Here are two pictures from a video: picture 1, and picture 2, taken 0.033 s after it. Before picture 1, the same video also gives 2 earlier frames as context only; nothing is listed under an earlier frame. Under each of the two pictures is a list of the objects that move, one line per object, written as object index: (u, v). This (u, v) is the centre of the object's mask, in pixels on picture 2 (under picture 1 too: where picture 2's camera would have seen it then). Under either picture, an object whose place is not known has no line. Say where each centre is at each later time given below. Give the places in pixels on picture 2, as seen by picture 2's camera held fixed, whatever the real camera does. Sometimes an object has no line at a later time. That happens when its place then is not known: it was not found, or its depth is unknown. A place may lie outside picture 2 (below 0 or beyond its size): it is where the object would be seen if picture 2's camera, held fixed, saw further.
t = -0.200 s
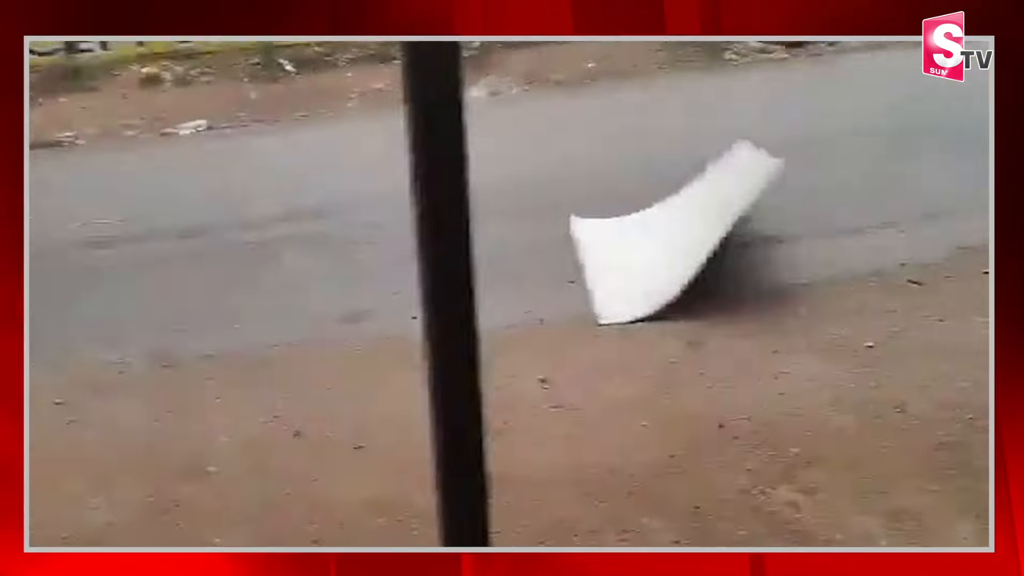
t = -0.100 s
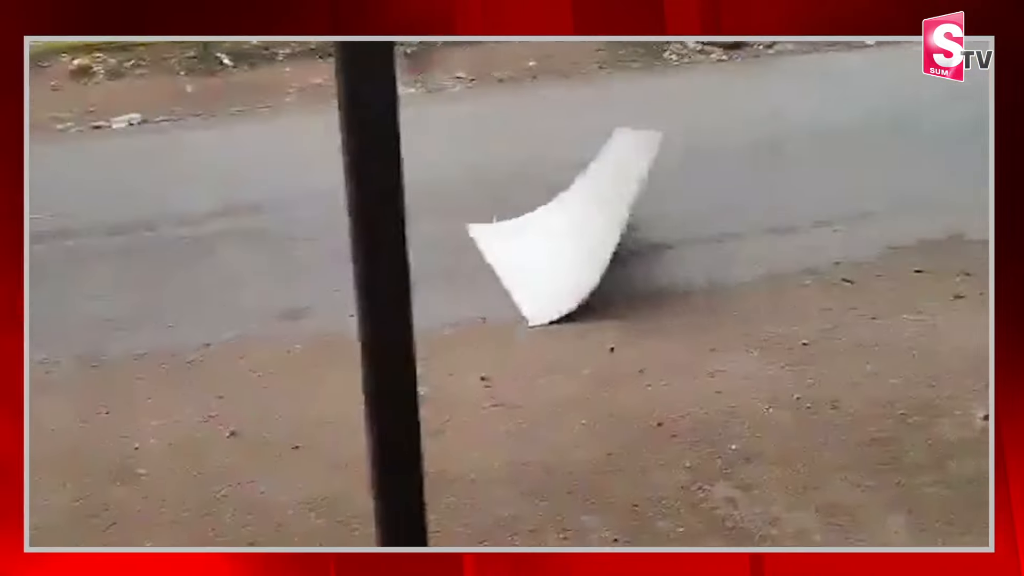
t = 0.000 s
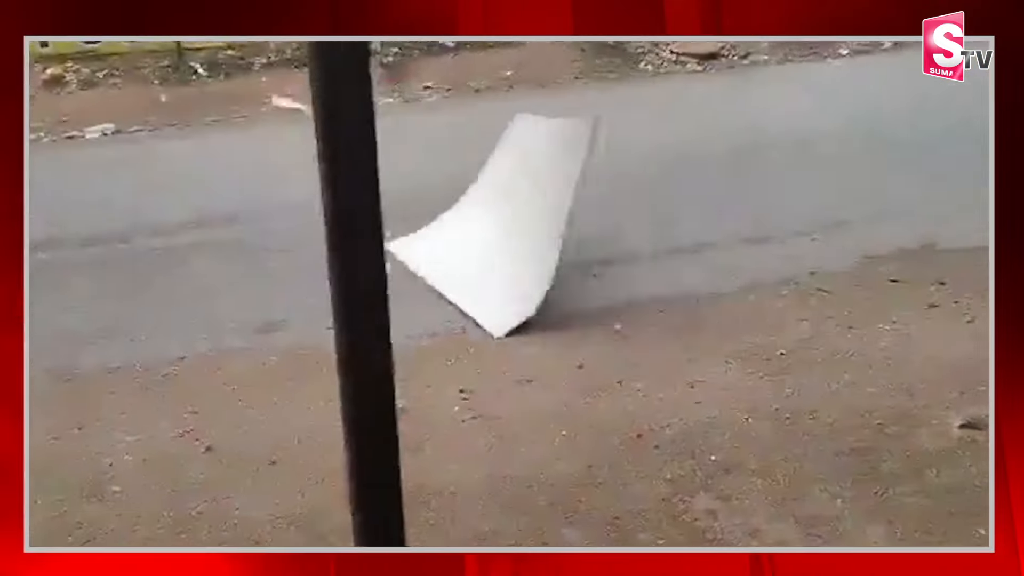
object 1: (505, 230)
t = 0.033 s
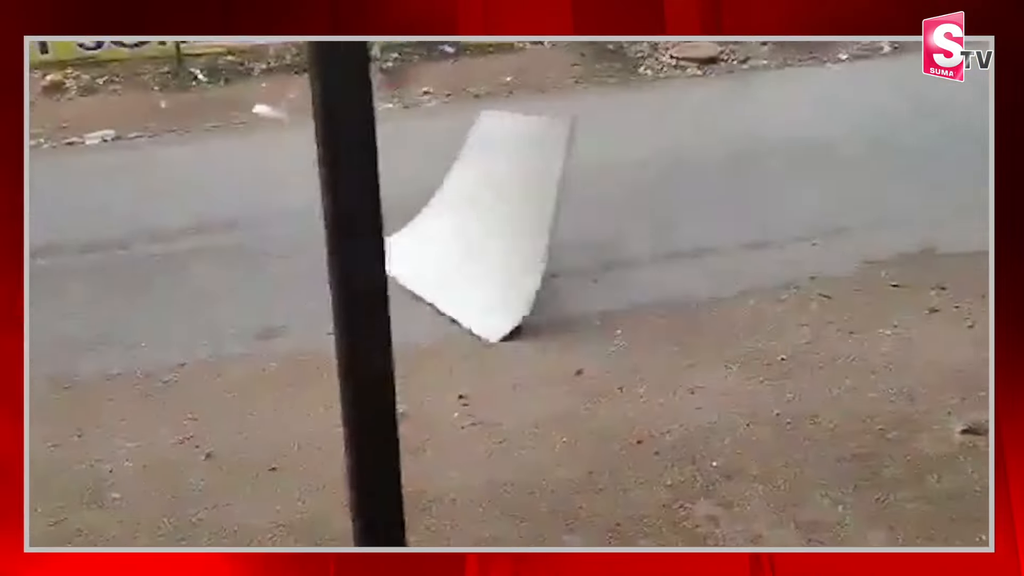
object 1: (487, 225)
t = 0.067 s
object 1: (470, 217)
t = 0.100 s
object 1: (451, 207)
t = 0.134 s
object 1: (437, 206)
